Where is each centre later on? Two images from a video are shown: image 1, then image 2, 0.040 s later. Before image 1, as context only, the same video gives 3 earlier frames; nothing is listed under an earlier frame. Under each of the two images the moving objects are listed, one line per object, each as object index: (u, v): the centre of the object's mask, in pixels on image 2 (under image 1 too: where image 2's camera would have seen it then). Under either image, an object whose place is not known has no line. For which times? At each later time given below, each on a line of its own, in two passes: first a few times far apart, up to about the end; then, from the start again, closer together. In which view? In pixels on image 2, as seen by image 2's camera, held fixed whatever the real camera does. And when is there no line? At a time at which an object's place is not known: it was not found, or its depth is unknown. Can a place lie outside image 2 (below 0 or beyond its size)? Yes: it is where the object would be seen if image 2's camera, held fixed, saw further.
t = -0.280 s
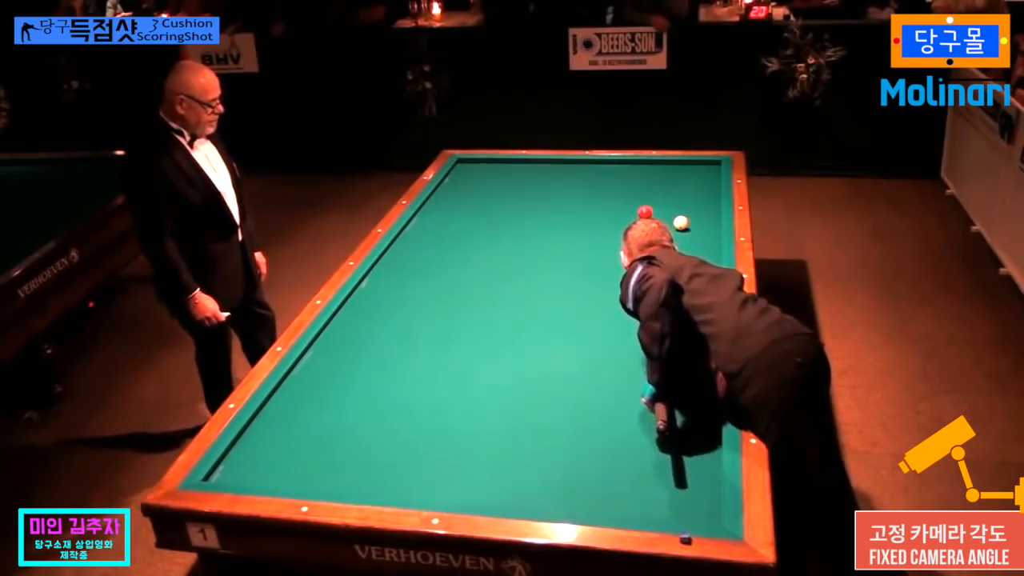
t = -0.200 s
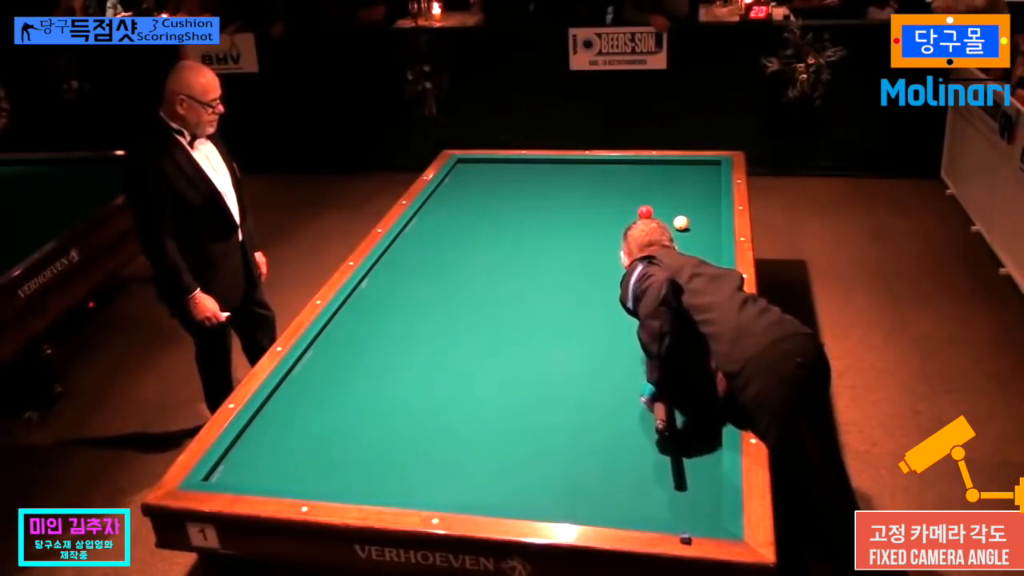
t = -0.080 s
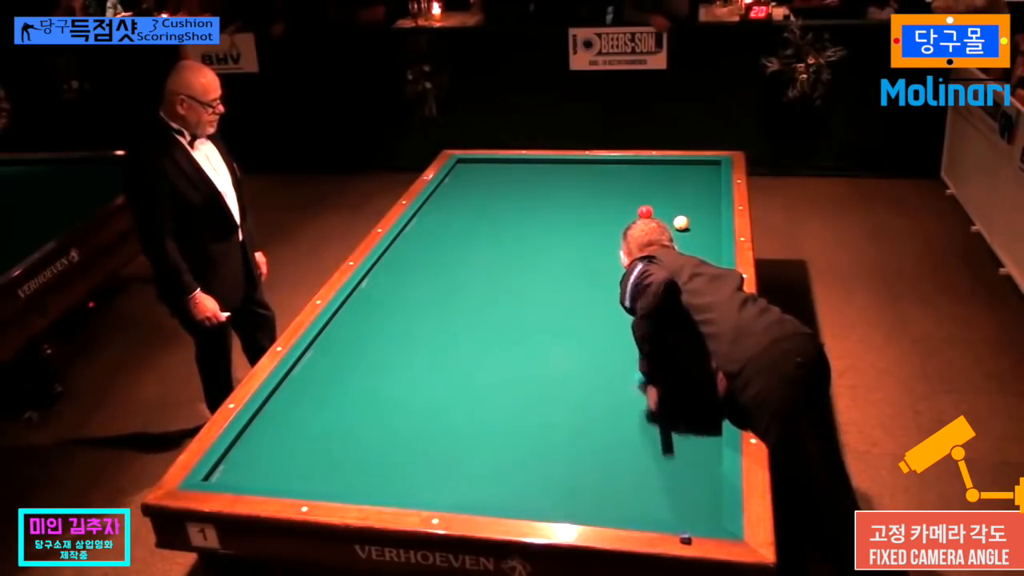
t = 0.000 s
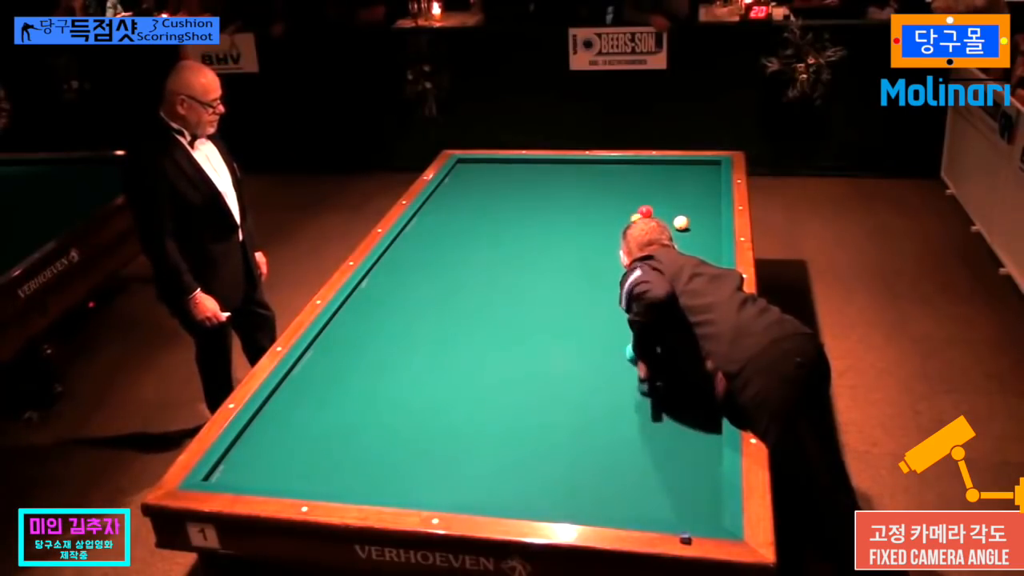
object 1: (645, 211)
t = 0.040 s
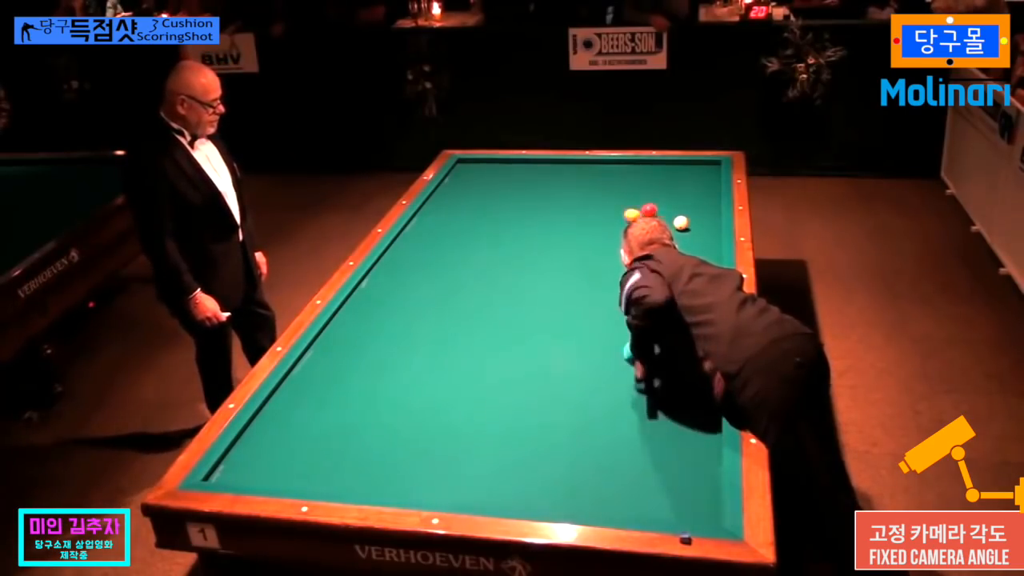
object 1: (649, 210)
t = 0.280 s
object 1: (693, 185)
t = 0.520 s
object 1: (711, 167)
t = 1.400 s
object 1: (633, 192)
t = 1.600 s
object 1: (614, 200)
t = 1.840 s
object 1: (591, 209)
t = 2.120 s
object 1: (564, 220)
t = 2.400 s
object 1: (536, 231)
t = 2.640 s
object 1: (511, 242)
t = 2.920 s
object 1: (482, 254)
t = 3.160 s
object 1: (456, 264)
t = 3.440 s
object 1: (425, 277)
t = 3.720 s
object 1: (394, 290)
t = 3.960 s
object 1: (366, 301)
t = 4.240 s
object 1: (346, 313)
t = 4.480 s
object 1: (348, 324)
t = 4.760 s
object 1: (351, 336)
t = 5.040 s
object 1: (354, 348)
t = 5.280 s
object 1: (356, 359)
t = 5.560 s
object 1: (359, 372)
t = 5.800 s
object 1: (362, 384)
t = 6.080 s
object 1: (364, 397)
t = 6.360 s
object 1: (367, 409)
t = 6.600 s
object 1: (370, 421)
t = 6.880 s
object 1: (372, 433)
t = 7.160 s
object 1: (374, 446)
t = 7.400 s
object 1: (376, 456)
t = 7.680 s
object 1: (379, 469)
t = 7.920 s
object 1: (381, 479)
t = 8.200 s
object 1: (384, 487)
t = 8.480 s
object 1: (391, 486)
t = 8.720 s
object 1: (397, 484)
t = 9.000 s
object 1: (404, 481)
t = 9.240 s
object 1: (409, 478)
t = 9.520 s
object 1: (414, 475)
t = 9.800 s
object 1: (418, 474)
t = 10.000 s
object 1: (420, 473)
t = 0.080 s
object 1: (658, 205)
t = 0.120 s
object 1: (666, 201)
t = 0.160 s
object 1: (673, 196)
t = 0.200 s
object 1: (680, 192)
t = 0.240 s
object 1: (687, 188)
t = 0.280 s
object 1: (693, 185)
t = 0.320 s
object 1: (698, 181)
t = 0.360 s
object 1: (704, 178)
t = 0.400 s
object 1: (709, 175)
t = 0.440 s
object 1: (714, 172)
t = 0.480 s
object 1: (714, 169)
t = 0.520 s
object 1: (711, 167)
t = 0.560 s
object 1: (707, 165)
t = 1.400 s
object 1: (633, 192)
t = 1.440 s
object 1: (629, 193)
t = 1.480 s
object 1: (626, 194)
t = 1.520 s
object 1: (622, 196)
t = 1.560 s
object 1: (618, 198)
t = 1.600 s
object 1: (614, 200)
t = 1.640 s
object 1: (610, 201)
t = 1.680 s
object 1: (606, 202)
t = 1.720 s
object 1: (602, 204)
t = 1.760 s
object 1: (599, 205)
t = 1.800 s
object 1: (595, 207)
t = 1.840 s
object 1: (591, 209)
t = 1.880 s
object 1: (587, 210)
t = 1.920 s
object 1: (583, 212)
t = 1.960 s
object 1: (579, 214)
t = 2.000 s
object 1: (575, 215)
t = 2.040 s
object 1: (572, 217)
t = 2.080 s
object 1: (568, 218)
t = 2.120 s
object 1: (564, 220)
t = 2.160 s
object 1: (560, 222)
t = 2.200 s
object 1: (555, 223)
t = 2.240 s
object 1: (552, 225)
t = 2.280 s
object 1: (548, 227)
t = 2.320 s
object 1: (544, 228)
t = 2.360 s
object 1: (540, 230)
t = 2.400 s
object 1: (536, 231)
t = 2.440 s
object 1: (532, 233)
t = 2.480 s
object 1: (528, 235)
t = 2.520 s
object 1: (523, 237)
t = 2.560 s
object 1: (519, 238)
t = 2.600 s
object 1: (515, 240)
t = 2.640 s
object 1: (511, 242)
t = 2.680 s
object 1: (507, 243)
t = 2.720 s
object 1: (503, 245)
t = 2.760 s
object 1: (499, 247)
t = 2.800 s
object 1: (495, 248)
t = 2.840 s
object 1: (490, 250)
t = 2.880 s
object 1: (486, 252)
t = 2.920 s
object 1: (482, 254)
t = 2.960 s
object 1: (478, 255)
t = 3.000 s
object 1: (473, 257)
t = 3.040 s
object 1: (469, 259)
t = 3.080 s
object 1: (465, 260)
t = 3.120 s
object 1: (460, 262)
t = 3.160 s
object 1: (456, 264)
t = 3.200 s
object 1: (452, 266)
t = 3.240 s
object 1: (447, 268)
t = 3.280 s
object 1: (443, 270)
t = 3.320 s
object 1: (439, 271)
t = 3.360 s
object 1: (434, 273)
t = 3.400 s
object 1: (430, 275)
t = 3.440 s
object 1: (425, 277)
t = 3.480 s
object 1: (421, 278)
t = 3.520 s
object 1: (416, 280)
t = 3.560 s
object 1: (412, 282)
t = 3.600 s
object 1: (407, 284)
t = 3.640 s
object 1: (403, 286)
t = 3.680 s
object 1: (398, 288)
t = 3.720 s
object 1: (394, 290)
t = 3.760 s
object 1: (389, 291)
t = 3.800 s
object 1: (384, 293)
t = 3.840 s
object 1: (380, 295)
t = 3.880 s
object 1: (375, 297)
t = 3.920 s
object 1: (370, 299)
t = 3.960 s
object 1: (366, 301)
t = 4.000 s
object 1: (361, 303)
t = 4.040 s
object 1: (356, 305)
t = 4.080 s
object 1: (352, 306)
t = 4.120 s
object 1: (347, 308)
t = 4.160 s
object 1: (345, 310)
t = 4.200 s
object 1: (345, 311)
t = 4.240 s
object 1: (346, 313)
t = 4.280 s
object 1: (346, 315)
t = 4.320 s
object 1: (347, 317)
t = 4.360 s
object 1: (347, 319)
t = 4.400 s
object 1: (347, 320)
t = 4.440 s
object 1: (348, 322)
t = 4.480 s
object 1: (348, 324)
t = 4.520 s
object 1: (348, 325)
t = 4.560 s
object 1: (349, 327)
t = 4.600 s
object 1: (349, 329)
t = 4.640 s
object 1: (350, 331)
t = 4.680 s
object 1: (350, 333)
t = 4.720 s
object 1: (351, 334)
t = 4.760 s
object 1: (351, 336)
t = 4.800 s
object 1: (352, 338)
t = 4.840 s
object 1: (352, 339)
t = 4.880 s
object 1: (352, 341)
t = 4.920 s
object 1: (353, 343)
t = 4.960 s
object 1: (353, 345)
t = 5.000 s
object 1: (354, 347)
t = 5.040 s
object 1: (354, 348)
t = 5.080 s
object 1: (354, 350)
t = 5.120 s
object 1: (355, 352)
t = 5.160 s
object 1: (355, 354)
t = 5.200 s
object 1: (356, 356)
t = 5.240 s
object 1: (356, 358)
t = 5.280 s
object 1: (356, 359)
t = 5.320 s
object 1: (357, 361)
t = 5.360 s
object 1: (357, 363)
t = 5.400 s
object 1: (358, 365)
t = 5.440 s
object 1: (358, 367)
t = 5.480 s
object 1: (359, 369)
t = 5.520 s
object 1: (359, 370)
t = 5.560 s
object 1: (359, 372)
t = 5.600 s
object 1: (360, 374)
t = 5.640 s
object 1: (360, 376)
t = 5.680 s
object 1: (360, 378)
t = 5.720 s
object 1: (361, 380)
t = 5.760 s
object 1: (361, 382)
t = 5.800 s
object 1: (362, 384)
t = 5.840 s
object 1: (362, 386)
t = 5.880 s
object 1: (363, 387)
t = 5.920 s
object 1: (363, 389)
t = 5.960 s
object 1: (363, 391)
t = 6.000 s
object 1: (364, 393)
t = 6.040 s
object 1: (364, 395)
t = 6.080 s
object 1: (364, 397)
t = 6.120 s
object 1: (365, 398)
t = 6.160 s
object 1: (365, 400)
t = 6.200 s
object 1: (366, 402)
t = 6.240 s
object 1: (366, 404)
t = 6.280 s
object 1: (366, 406)
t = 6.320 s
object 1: (367, 408)
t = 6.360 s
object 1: (367, 409)
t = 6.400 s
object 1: (368, 411)
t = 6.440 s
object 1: (368, 413)
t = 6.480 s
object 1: (368, 415)
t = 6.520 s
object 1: (369, 417)
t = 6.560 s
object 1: (369, 419)
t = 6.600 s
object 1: (370, 421)
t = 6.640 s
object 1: (370, 422)
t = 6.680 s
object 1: (370, 424)
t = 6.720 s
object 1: (370, 426)
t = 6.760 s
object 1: (371, 428)
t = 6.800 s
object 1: (371, 430)
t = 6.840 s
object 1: (371, 431)
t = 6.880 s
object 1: (372, 433)
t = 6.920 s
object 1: (372, 435)
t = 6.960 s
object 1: (372, 437)
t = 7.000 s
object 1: (373, 439)
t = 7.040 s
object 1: (373, 440)
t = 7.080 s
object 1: (374, 442)
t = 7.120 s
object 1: (374, 444)
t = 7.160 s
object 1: (374, 446)
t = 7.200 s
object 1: (375, 448)
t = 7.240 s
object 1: (375, 449)
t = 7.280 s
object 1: (375, 451)
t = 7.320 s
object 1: (376, 453)
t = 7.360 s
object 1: (376, 455)
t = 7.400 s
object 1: (376, 456)
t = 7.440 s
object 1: (377, 458)
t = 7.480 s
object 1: (377, 460)
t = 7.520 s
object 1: (377, 462)
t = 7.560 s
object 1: (378, 463)
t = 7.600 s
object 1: (378, 465)
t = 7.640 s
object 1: (378, 467)
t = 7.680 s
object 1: (379, 469)
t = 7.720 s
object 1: (379, 471)
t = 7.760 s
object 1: (380, 472)
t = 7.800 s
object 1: (380, 474)
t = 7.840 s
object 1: (380, 476)
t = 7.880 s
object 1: (381, 477)
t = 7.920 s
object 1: (381, 479)
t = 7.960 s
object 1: (381, 481)
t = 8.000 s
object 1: (382, 482)
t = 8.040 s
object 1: (382, 483)
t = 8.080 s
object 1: (383, 484)
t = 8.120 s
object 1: (383, 485)
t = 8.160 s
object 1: (383, 486)
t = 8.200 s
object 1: (384, 487)
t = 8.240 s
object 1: (384, 488)
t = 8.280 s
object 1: (385, 488)
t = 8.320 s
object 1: (386, 488)
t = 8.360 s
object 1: (387, 487)
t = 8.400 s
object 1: (389, 487)
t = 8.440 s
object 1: (390, 487)
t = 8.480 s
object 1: (391, 486)
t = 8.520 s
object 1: (392, 486)
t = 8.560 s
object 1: (393, 486)
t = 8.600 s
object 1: (394, 485)
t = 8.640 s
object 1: (395, 485)
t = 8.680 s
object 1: (396, 485)
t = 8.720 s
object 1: (397, 484)
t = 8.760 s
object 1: (398, 484)
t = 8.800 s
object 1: (399, 483)
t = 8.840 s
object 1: (400, 483)
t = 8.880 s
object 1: (401, 482)
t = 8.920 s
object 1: (402, 482)
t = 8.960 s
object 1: (403, 482)
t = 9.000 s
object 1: (404, 481)
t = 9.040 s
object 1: (405, 481)
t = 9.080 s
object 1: (406, 480)
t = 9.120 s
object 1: (406, 479)
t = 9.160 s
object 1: (407, 479)
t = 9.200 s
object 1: (408, 478)
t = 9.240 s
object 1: (409, 478)
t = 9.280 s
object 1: (410, 477)
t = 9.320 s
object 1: (410, 477)
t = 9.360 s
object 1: (411, 477)
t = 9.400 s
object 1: (412, 476)
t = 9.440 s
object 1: (412, 476)
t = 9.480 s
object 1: (413, 476)
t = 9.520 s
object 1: (414, 475)
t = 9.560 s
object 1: (414, 475)
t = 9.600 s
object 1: (415, 475)
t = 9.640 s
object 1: (416, 475)
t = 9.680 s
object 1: (416, 475)
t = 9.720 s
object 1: (417, 474)
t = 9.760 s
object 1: (417, 474)
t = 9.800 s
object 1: (418, 474)
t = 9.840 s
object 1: (418, 473)
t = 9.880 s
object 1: (419, 473)
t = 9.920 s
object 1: (419, 473)
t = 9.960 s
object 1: (419, 473)
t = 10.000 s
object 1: (420, 473)
